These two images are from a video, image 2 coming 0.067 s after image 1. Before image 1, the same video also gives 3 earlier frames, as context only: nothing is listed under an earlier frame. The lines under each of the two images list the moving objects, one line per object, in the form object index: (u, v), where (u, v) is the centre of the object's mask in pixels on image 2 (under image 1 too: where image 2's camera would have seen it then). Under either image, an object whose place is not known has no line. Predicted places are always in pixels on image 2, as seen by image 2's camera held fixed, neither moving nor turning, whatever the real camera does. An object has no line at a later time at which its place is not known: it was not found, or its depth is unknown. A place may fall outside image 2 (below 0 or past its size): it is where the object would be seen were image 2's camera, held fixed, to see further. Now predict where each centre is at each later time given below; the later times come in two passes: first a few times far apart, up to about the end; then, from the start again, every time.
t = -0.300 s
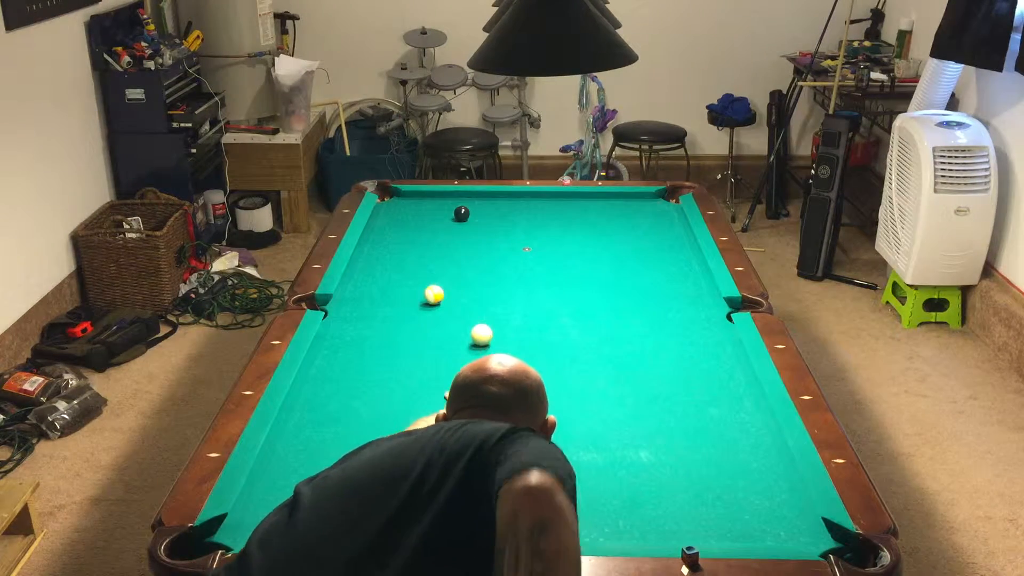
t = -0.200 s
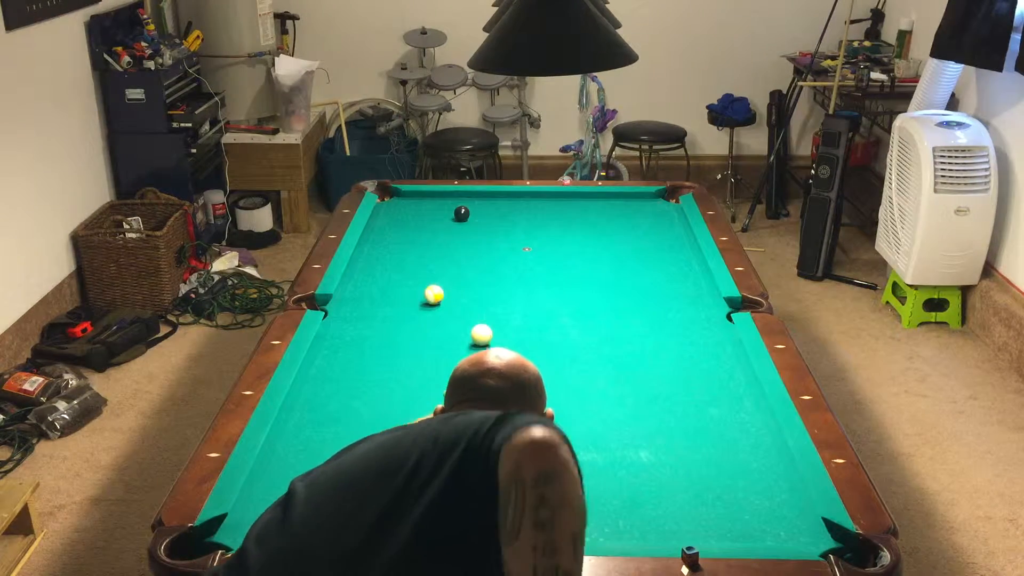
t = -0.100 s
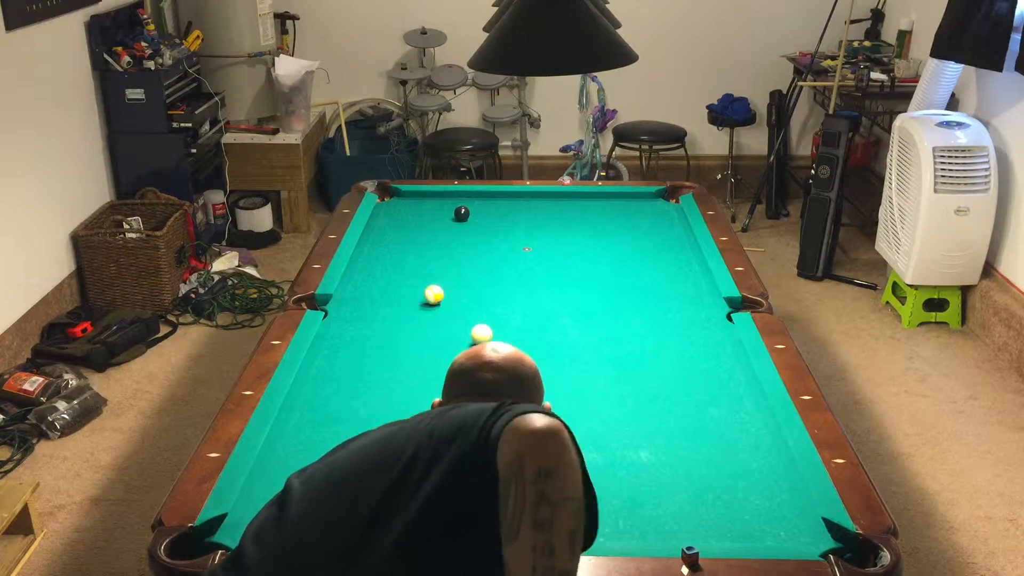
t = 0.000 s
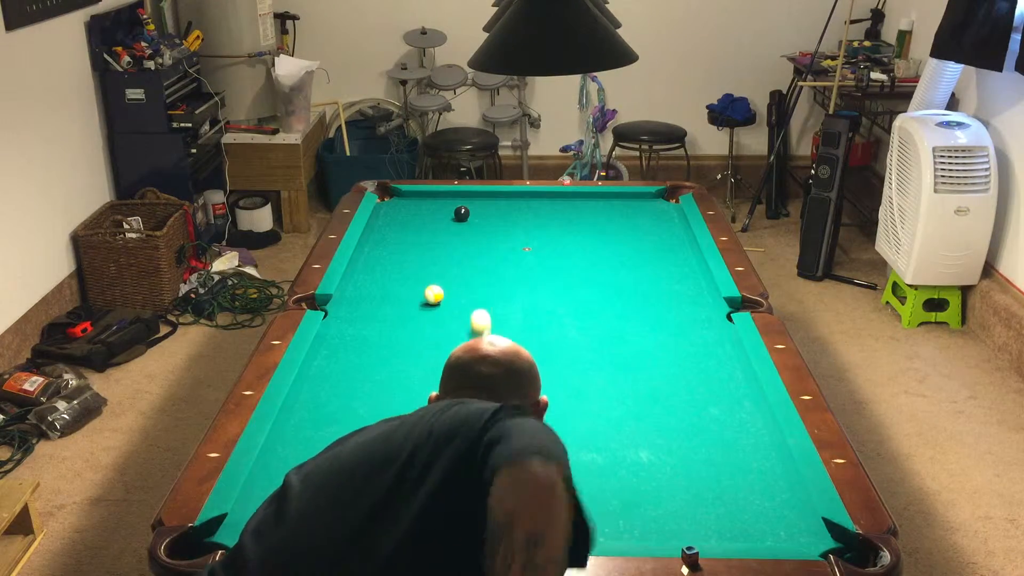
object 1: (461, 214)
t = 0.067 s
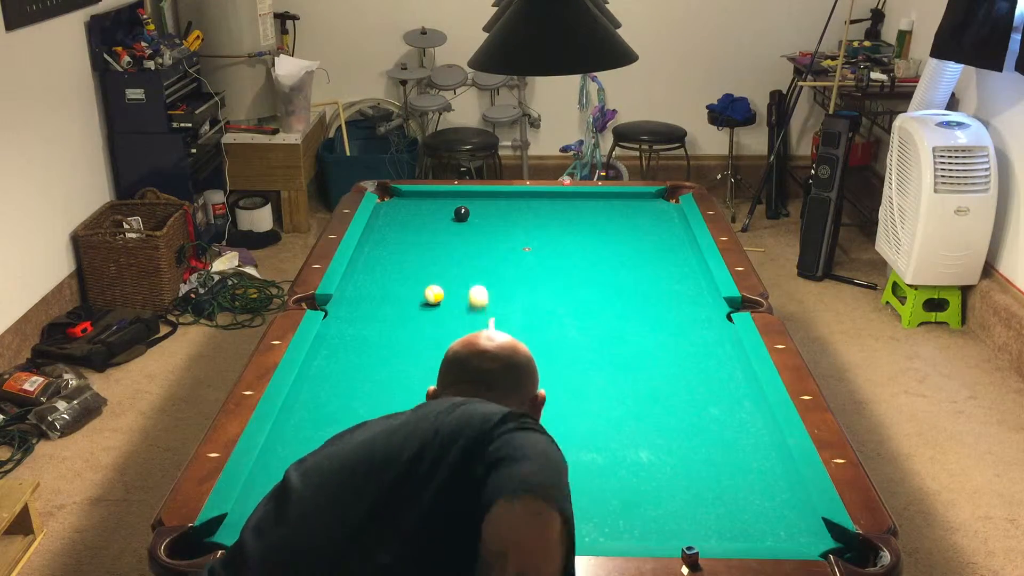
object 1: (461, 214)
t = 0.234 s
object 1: (461, 214)
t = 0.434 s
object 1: (460, 214)
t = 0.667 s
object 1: (428, 205)
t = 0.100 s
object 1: (461, 214)
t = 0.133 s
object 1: (461, 214)
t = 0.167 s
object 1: (461, 214)
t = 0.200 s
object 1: (461, 214)
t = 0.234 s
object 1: (461, 214)
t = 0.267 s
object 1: (461, 214)
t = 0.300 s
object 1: (461, 214)
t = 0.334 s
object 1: (461, 214)
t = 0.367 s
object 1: (461, 214)
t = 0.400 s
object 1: (461, 214)
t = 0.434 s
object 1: (460, 214)
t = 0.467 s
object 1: (458, 213)
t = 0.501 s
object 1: (452, 212)
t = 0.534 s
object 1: (446, 210)
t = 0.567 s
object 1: (441, 209)
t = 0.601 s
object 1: (437, 208)
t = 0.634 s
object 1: (432, 206)
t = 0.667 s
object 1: (428, 205)
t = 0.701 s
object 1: (423, 204)
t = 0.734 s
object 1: (420, 202)
